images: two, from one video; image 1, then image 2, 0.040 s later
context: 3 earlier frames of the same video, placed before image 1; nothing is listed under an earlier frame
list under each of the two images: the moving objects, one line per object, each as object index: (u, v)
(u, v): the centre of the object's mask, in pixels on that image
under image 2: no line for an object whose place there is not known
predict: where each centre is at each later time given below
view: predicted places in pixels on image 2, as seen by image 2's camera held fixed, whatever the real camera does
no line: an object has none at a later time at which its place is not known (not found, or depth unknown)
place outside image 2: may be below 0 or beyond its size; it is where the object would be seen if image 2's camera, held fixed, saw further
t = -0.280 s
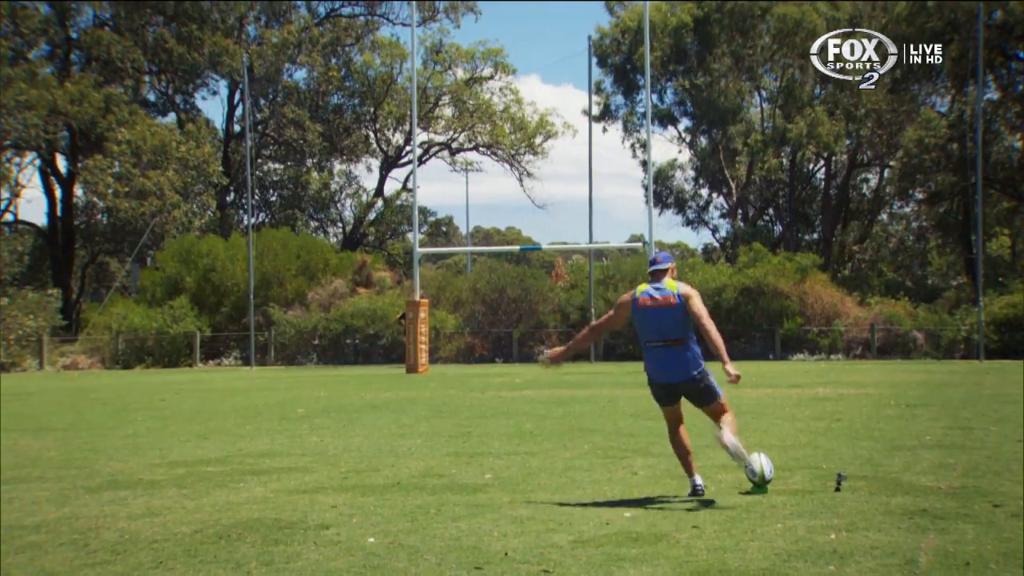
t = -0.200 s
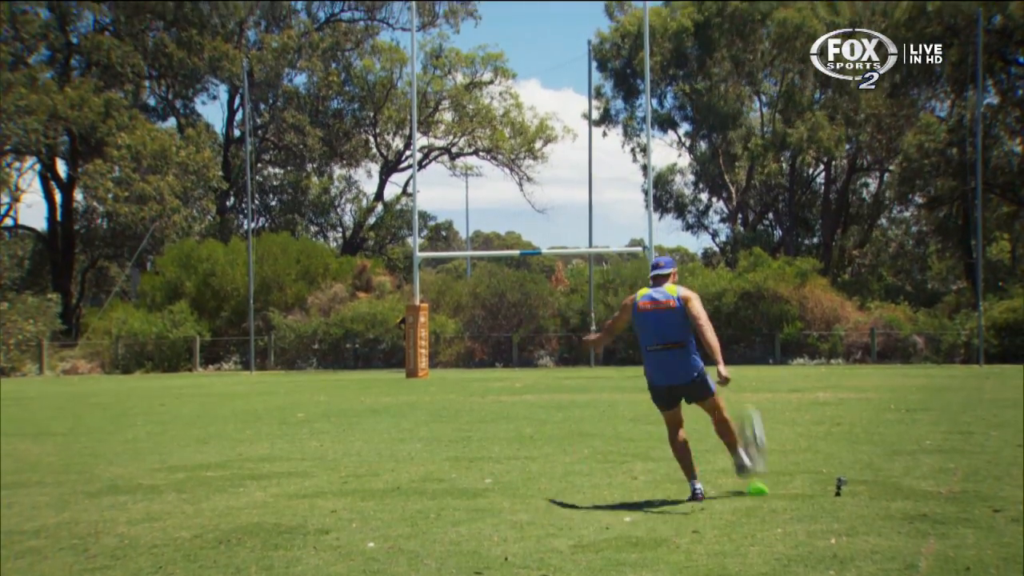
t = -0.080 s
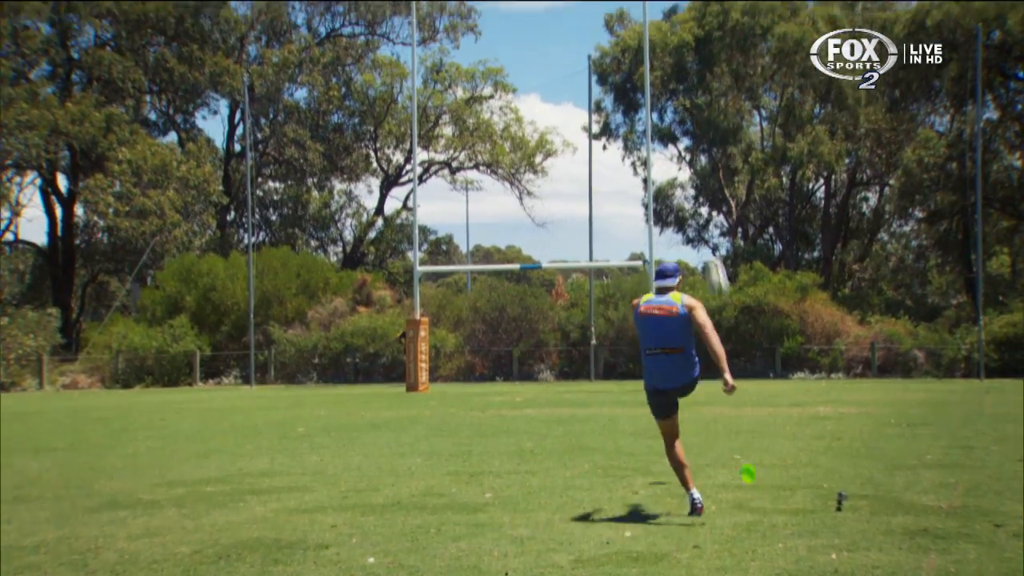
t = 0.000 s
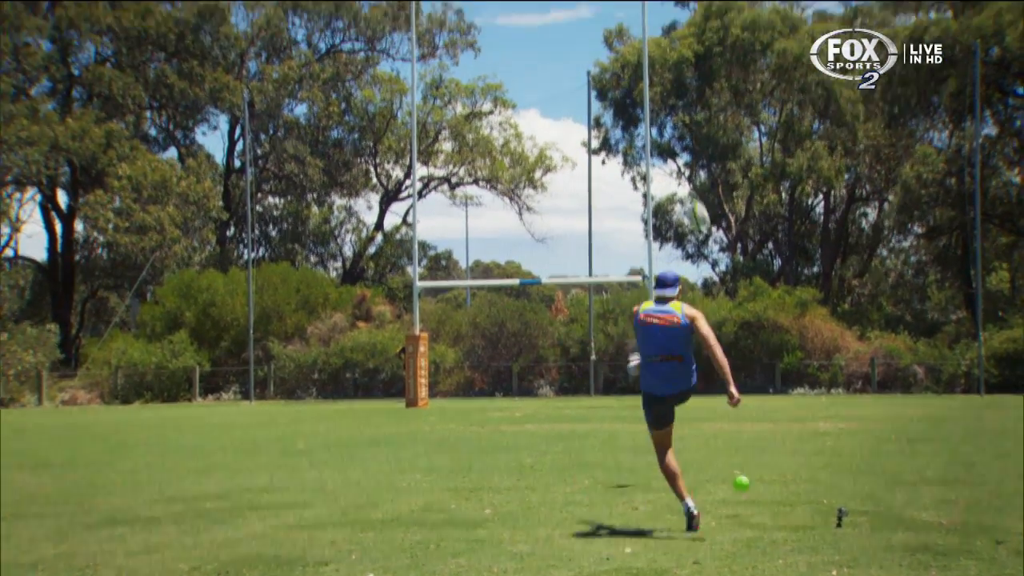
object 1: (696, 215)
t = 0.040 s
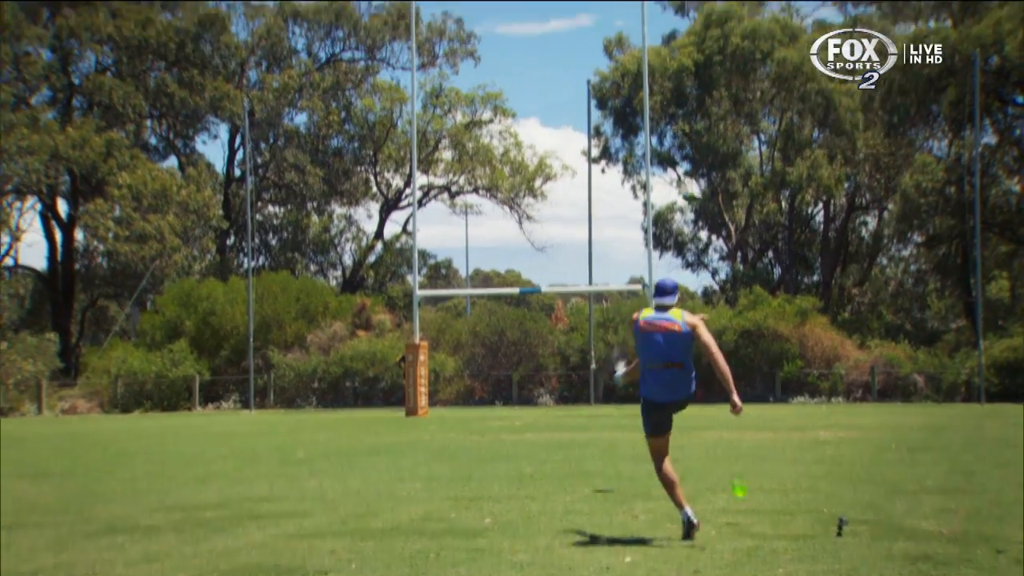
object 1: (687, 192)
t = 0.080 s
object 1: (685, 166)
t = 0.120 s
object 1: (678, 138)
